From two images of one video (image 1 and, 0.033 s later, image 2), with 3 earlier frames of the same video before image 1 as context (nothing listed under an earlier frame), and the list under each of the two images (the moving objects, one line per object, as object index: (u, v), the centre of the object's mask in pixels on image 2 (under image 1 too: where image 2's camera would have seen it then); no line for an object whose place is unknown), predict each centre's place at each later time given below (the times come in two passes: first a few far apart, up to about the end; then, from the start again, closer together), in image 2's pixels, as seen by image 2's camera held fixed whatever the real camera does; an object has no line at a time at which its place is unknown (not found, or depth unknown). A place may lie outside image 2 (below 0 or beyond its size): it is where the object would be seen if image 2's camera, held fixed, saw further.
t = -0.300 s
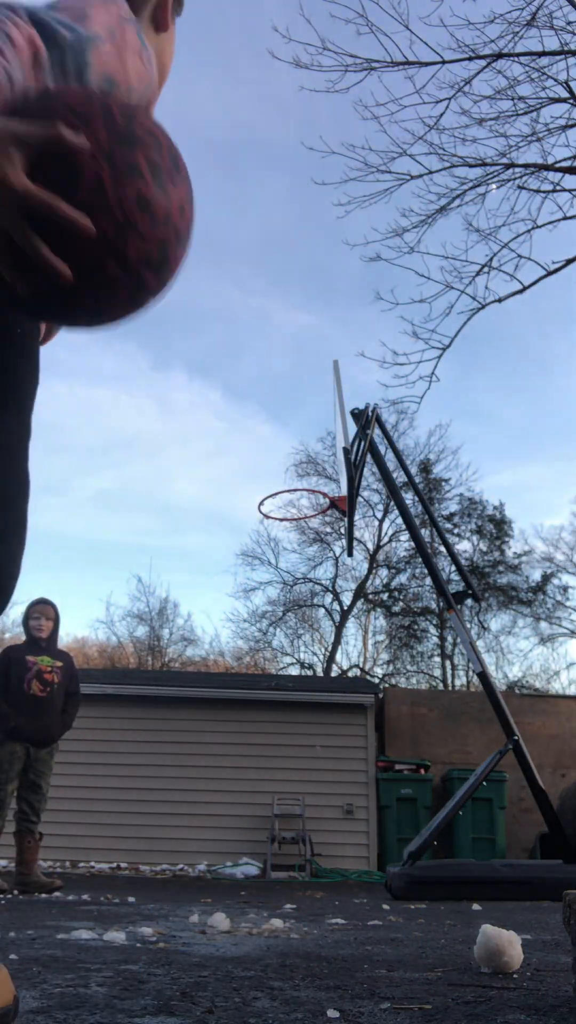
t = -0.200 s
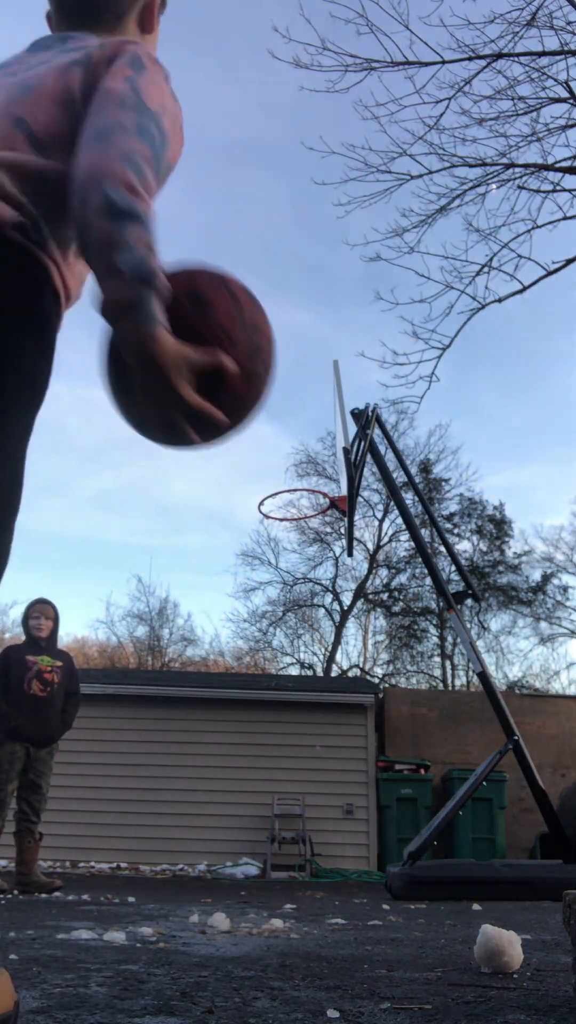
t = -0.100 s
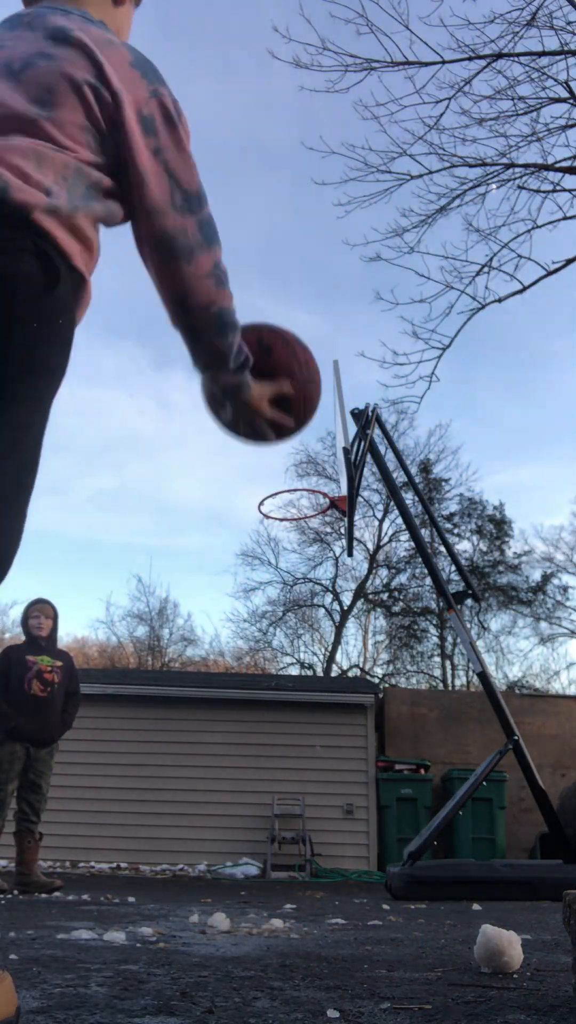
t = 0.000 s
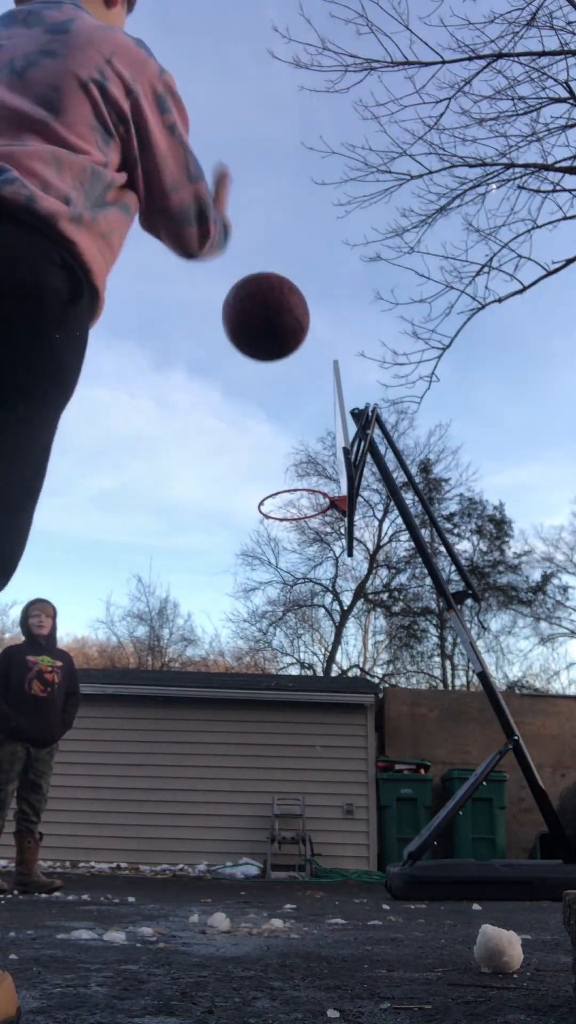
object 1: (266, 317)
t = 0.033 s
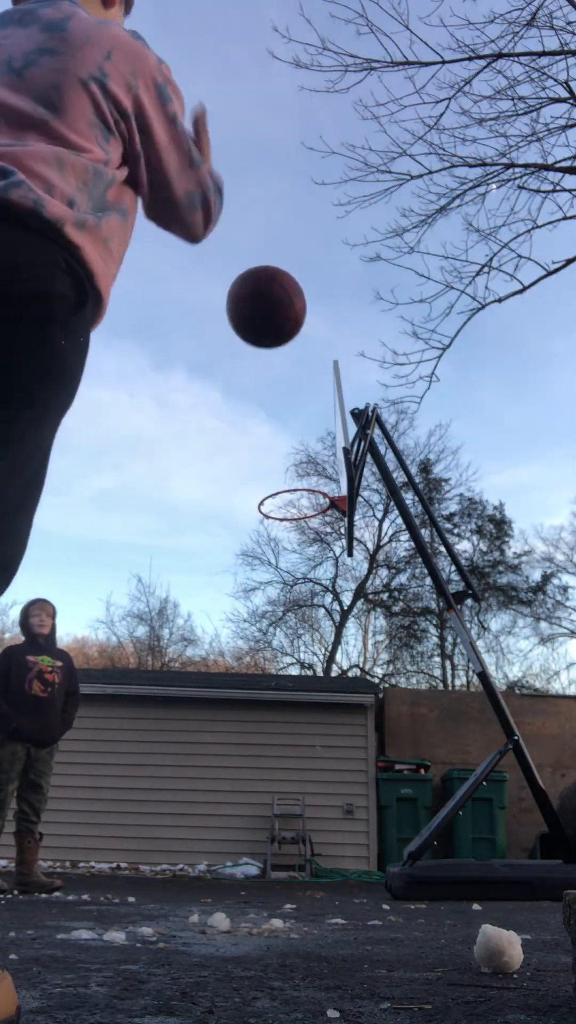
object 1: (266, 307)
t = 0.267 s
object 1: (264, 321)
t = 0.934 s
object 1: (243, 615)
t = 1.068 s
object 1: (237, 697)
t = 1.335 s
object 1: (226, 850)
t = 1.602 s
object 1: (236, 745)
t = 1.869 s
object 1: (238, 720)
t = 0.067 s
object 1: (266, 301)
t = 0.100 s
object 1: (266, 299)
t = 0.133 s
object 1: (266, 300)
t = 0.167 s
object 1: (265, 302)
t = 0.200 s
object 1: (265, 307)
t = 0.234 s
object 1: (264, 314)
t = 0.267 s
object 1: (264, 321)
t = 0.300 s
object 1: (263, 330)
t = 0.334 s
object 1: (263, 340)
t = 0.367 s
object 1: (262, 351)
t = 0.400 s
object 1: (262, 363)
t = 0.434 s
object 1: (261, 376)
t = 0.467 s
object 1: (260, 390)
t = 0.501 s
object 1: (260, 404)
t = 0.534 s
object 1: (259, 419)
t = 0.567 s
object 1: (258, 435)
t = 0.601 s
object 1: (257, 452)
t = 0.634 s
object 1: (256, 470)
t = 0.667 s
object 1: (255, 487)
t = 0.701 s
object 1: (254, 503)
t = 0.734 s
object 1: (253, 516)
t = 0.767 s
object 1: (251, 531)
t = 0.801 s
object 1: (249, 546)
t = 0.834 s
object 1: (248, 562)
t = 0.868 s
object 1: (246, 579)
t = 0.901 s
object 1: (244, 597)
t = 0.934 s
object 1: (243, 615)
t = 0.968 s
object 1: (241, 635)
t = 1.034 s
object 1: (238, 676)
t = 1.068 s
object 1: (237, 697)
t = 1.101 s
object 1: (234, 721)
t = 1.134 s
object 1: (233, 746)
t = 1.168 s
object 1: (231, 770)
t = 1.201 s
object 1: (229, 796)
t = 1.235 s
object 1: (227, 823)
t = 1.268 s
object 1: (225, 850)
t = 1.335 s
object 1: (226, 850)
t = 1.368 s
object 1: (228, 830)
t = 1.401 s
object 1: (229, 812)
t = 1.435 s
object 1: (230, 797)
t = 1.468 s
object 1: (232, 783)
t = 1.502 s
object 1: (233, 771)
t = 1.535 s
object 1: (234, 760)
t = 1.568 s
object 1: (235, 752)
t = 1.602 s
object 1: (236, 745)
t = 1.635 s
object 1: (236, 739)
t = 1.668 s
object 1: (236, 734)
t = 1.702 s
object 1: (237, 731)
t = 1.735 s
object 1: (238, 729)
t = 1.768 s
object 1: (238, 727)
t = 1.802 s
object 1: (238, 727)
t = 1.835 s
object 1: (238, 727)
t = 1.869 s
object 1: (238, 720)
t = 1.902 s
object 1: (238, 714)
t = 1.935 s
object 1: (238, 710)
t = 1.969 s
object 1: (237, 707)
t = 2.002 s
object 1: (237, 705)
